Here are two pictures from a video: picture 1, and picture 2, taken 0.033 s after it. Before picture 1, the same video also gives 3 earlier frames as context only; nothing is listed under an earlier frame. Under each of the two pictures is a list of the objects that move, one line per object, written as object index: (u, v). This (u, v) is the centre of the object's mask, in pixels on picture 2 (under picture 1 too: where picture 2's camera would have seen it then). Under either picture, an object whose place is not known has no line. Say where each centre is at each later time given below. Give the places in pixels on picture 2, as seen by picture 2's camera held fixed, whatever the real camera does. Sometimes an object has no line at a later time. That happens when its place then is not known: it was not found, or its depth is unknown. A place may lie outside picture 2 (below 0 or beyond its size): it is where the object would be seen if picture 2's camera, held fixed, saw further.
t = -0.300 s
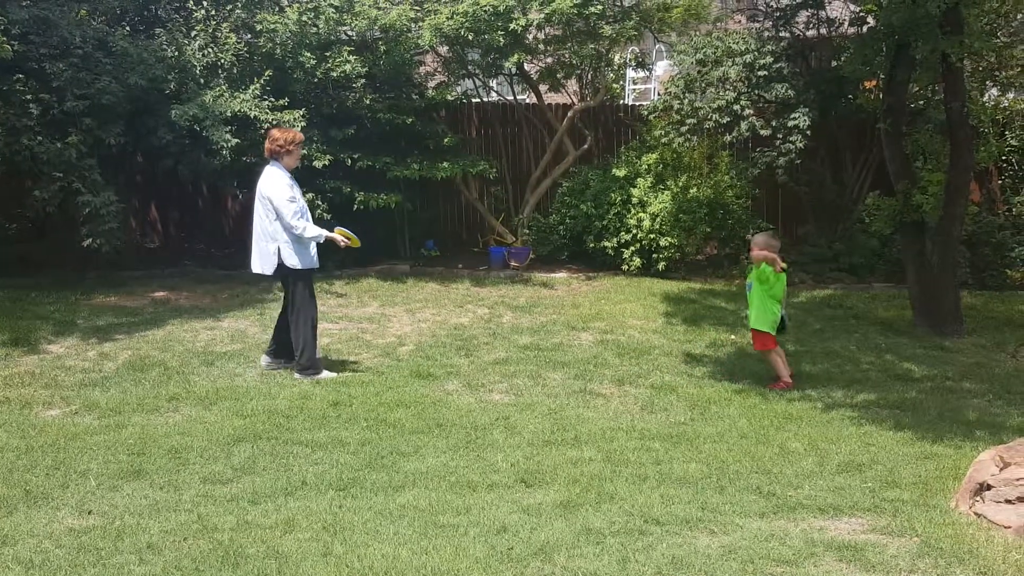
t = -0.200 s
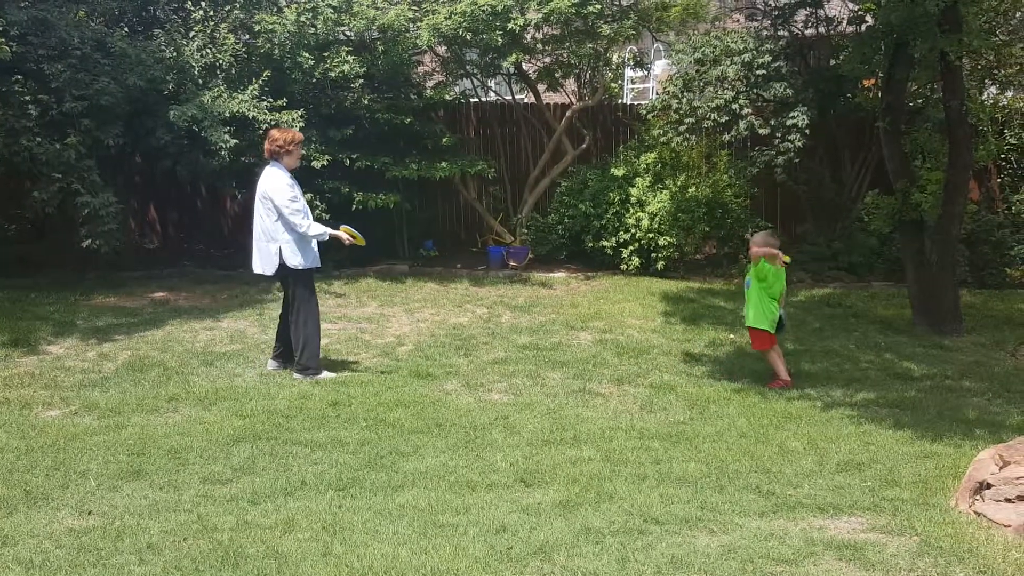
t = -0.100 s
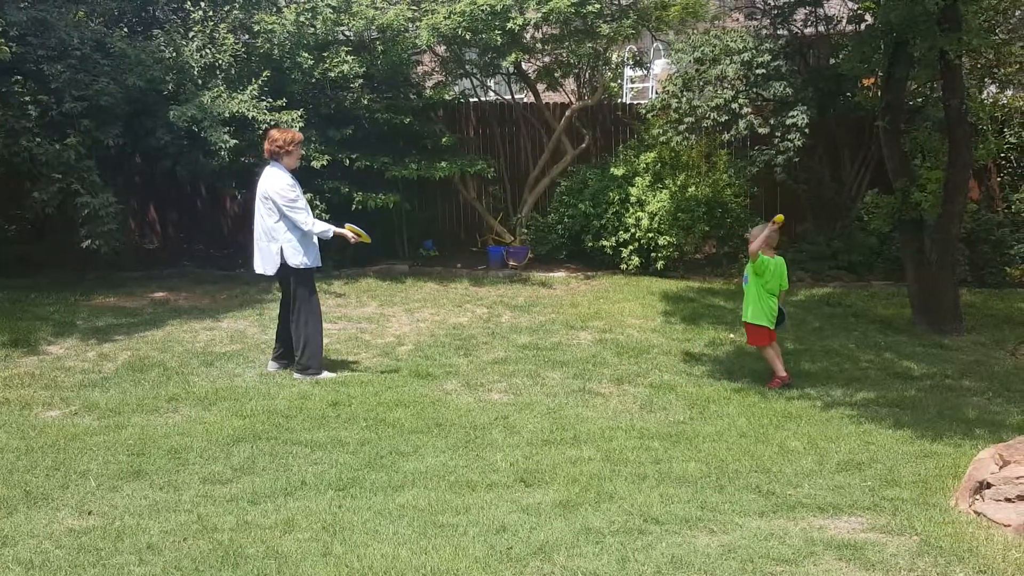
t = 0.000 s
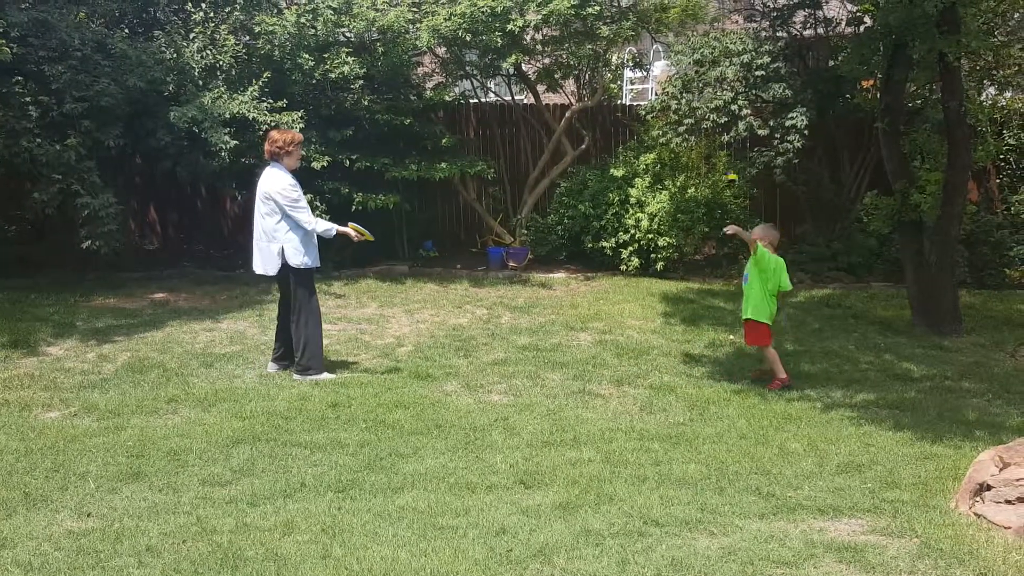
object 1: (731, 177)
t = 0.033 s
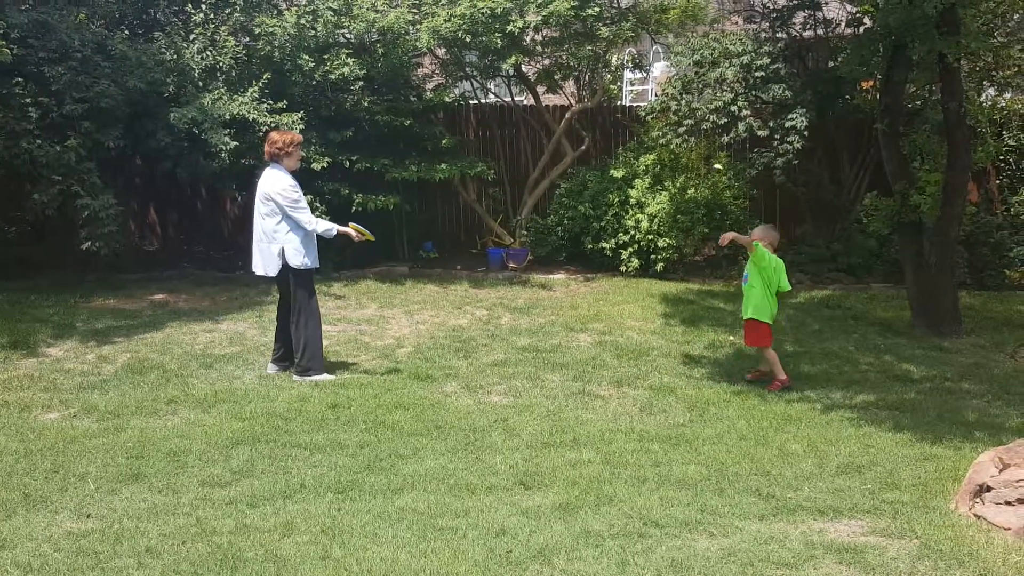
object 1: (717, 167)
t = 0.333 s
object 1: (565, 152)
